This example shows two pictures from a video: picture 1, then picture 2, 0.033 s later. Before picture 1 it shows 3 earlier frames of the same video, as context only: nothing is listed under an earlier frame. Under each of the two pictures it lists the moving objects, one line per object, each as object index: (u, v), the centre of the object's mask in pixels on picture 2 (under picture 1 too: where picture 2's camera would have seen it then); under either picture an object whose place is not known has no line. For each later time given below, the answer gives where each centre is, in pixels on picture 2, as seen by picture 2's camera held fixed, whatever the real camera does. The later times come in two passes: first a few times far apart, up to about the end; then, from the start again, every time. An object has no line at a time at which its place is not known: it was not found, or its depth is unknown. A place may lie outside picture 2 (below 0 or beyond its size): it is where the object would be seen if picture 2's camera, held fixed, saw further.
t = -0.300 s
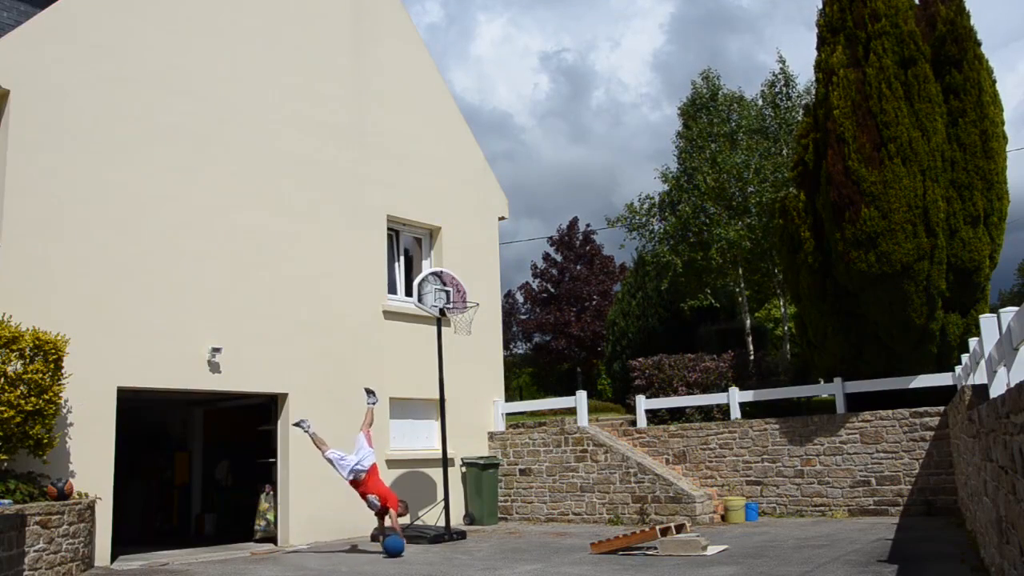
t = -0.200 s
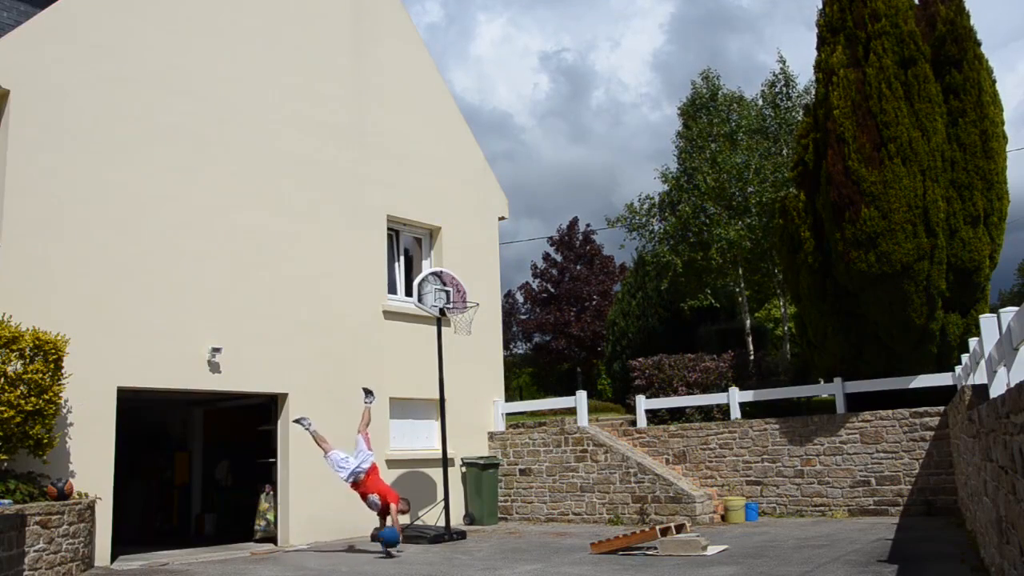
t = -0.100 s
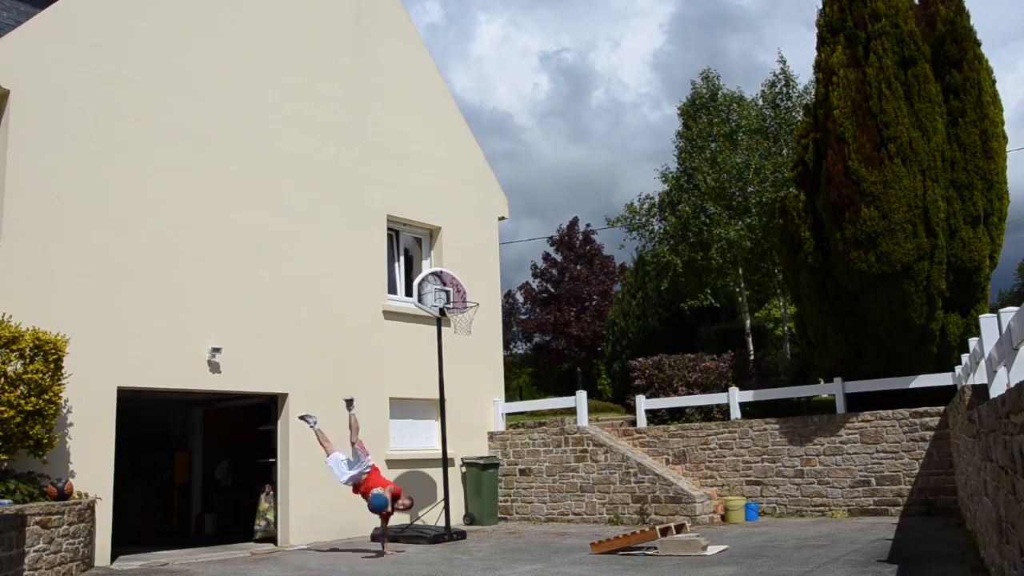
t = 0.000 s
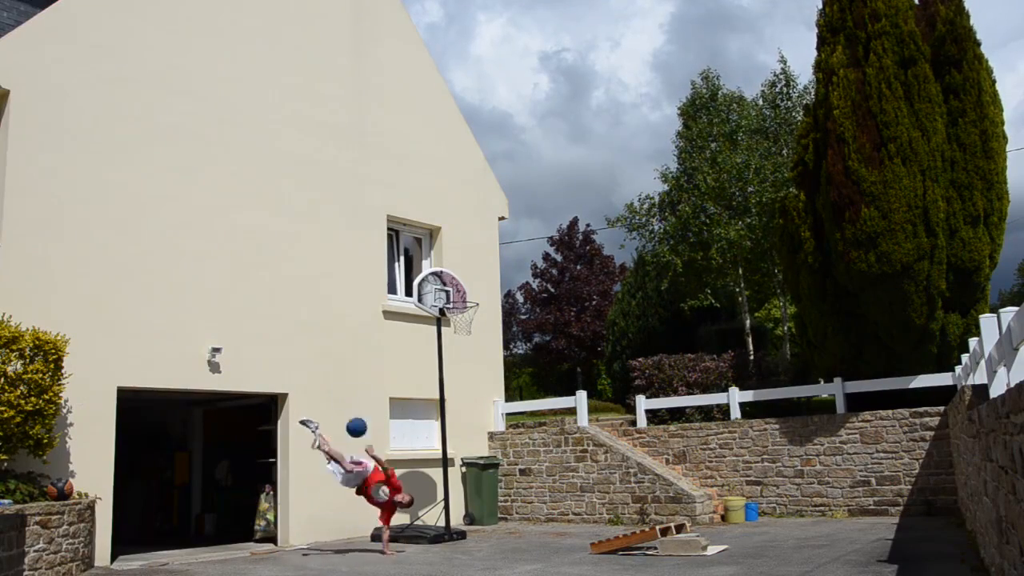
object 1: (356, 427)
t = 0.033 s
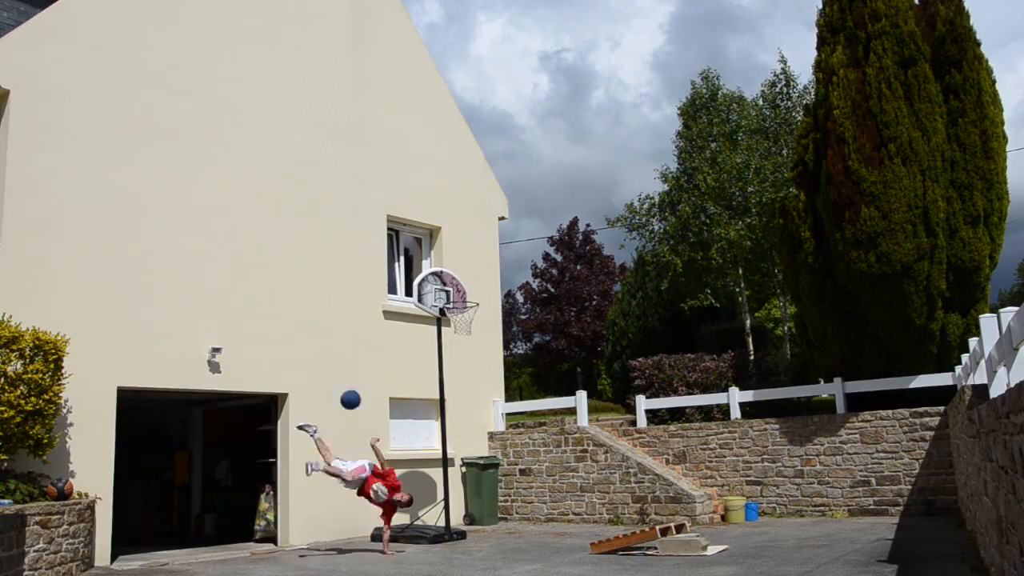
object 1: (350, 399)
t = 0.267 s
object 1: (313, 252)
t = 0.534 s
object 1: (293, 161)
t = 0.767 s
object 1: (345, 131)
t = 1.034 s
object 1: (409, 141)
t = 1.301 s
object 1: (481, 206)
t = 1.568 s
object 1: (567, 338)
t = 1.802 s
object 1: (656, 515)
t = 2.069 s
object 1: (594, 354)
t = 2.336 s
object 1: (545, 274)
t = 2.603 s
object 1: (501, 253)
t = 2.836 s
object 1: (469, 279)
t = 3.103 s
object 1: (463, 327)
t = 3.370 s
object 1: (471, 327)
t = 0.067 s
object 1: (344, 374)
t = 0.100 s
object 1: (339, 349)
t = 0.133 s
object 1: (333, 327)
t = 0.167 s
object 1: (328, 306)
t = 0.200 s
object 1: (323, 286)
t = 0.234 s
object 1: (318, 269)
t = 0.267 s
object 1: (313, 252)
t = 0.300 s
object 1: (308, 237)
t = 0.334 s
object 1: (303, 222)
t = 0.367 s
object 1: (299, 209)
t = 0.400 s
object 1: (294, 197)
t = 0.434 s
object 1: (290, 186)
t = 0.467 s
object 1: (285, 176)
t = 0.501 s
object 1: (285, 168)
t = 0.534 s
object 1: (293, 161)
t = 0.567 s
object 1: (300, 154)
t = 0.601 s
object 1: (308, 148)
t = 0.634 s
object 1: (315, 143)
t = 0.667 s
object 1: (322, 139)
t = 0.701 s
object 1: (330, 136)
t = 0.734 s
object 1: (337, 133)
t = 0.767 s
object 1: (345, 131)
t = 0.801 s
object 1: (353, 129)
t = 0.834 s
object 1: (360, 129)
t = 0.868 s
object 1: (368, 129)
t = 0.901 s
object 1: (376, 130)
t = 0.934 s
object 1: (384, 131)
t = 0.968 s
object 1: (392, 134)
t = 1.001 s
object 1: (400, 137)
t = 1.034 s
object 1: (409, 141)
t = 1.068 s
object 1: (417, 146)
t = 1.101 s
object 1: (426, 152)
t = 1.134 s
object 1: (435, 158)
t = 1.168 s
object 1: (444, 166)
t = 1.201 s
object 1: (452, 175)
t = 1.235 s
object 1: (462, 184)
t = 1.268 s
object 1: (471, 195)
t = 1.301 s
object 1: (481, 206)
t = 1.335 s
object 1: (491, 219)
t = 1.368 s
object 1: (501, 232)
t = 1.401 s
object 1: (511, 247)
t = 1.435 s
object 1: (521, 263)
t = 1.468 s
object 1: (532, 278)
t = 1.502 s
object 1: (545, 297)
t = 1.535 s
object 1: (555, 315)
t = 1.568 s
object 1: (567, 338)
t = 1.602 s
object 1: (578, 360)
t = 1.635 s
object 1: (592, 383)
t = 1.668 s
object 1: (604, 408)
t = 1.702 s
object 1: (617, 433)
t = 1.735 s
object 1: (630, 462)
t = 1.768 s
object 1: (644, 491)
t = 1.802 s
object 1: (656, 515)
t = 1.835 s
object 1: (647, 492)
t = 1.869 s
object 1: (639, 468)
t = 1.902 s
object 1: (631, 446)
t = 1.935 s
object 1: (623, 426)
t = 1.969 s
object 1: (616, 406)
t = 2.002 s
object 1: (608, 388)
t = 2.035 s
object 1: (601, 371)
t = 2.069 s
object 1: (594, 354)
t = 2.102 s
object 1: (588, 340)
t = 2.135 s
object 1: (580, 328)
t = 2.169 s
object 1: (574, 316)
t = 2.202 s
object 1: (568, 306)
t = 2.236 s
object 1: (562, 297)
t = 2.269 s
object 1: (555, 287)
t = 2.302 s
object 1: (551, 280)
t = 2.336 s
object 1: (545, 274)
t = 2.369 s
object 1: (538, 268)
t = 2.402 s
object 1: (533, 264)
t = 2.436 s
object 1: (527, 260)
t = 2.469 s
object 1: (521, 257)
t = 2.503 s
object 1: (516, 254)
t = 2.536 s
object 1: (511, 253)
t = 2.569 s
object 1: (506, 253)
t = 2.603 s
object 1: (501, 253)
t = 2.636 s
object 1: (496, 254)
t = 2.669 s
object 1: (492, 256)
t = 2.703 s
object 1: (486, 259)
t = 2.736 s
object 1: (482, 263)
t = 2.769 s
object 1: (477, 268)
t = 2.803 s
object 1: (473, 273)
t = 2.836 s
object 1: (469, 279)
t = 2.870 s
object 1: (464, 286)
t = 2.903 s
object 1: (460, 293)
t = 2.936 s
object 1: (456, 302)
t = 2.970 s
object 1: (453, 310)
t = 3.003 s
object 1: (454, 315)
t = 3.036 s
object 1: (457, 322)
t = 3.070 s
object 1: (460, 326)
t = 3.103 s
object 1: (463, 327)
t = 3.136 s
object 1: (465, 326)
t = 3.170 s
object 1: (467, 326)
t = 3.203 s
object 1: (468, 326)
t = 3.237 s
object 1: (469, 325)
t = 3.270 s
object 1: (469, 325)
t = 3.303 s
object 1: (470, 326)
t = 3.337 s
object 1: (470, 326)
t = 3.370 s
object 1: (471, 327)
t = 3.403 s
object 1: (472, 332)
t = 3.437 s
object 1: (471, 334)
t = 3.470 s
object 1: (471, 339)
